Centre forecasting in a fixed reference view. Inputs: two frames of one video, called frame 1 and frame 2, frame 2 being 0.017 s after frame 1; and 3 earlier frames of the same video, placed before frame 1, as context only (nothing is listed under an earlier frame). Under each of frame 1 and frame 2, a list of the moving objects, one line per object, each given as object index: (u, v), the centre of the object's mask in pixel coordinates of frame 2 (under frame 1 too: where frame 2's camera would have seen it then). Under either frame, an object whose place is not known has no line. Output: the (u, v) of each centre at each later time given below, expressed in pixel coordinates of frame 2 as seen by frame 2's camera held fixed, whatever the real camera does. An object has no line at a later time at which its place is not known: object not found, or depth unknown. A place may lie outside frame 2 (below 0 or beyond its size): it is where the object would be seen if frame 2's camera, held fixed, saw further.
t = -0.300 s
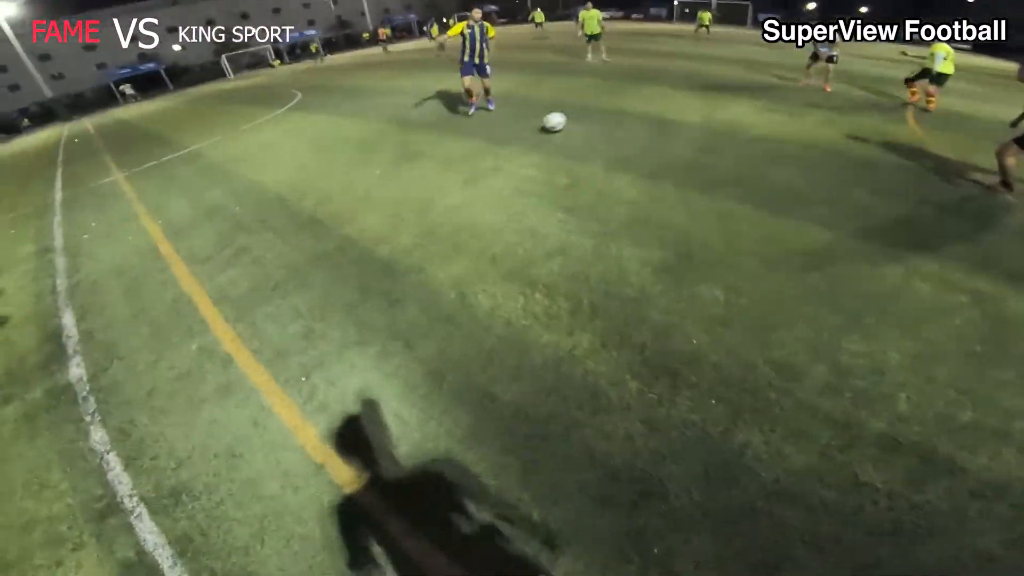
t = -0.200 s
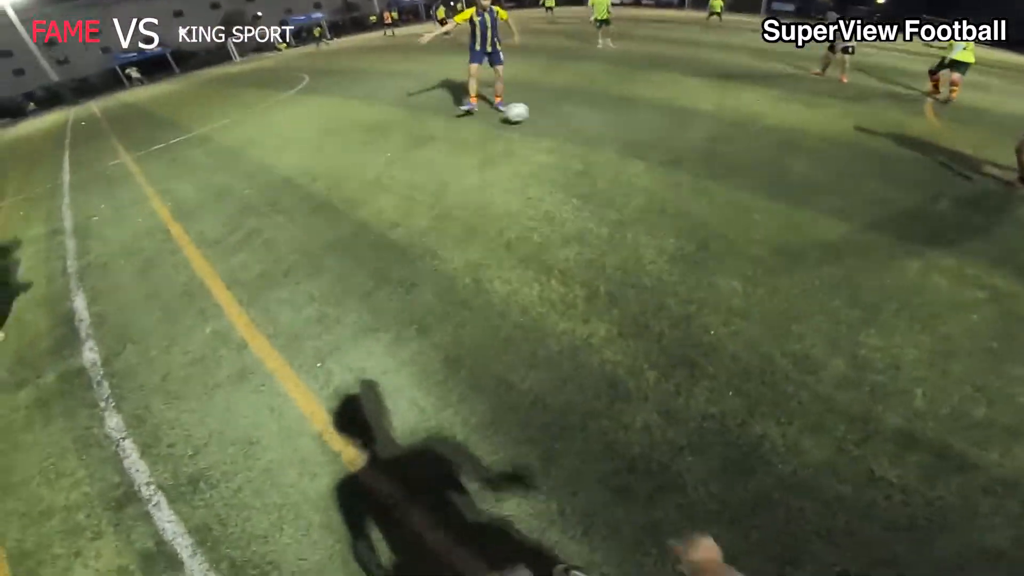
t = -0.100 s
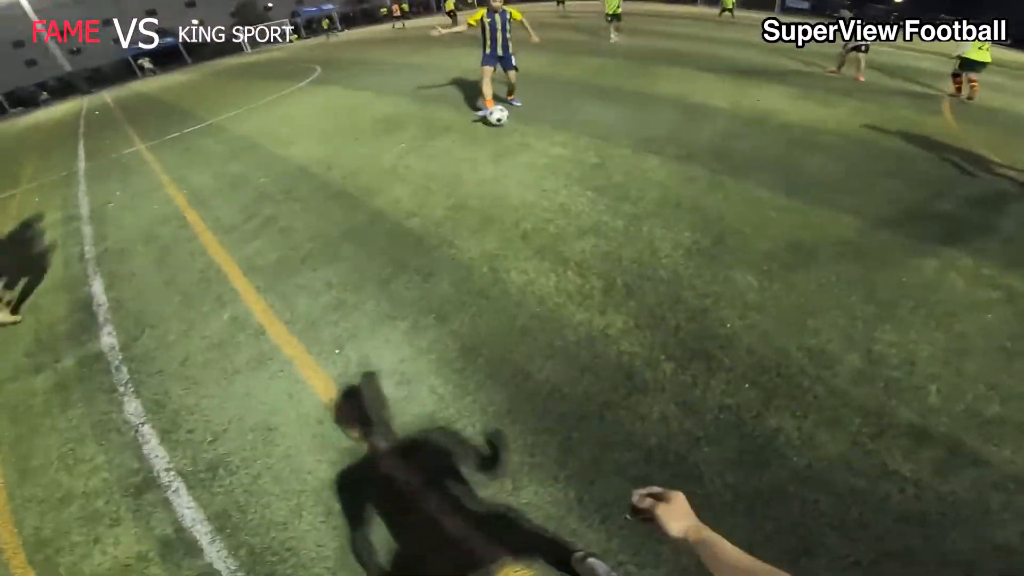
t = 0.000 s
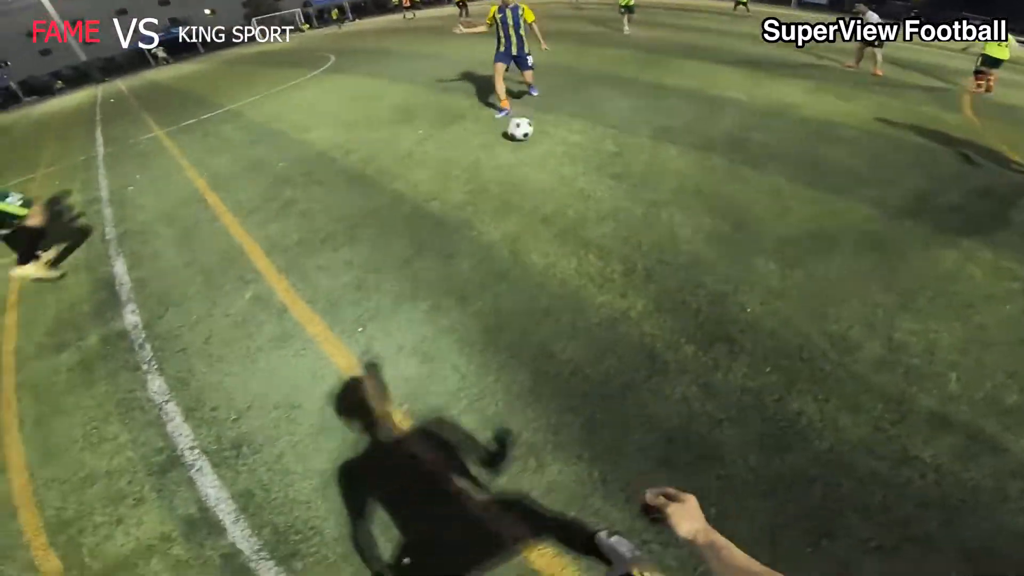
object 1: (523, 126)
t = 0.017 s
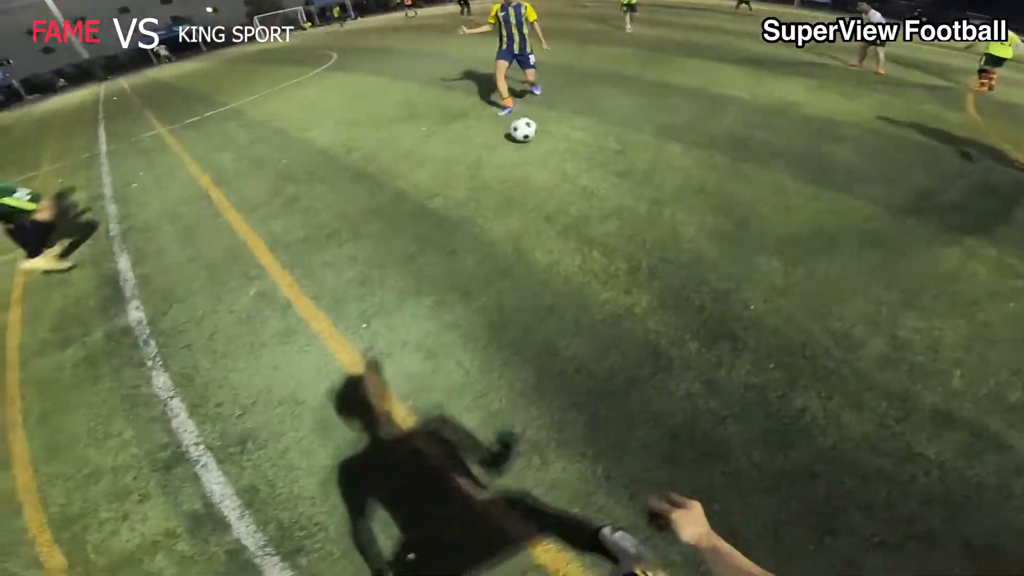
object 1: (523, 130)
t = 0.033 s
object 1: (524, 134)
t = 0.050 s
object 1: (525, 142)
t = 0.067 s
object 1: (526, 147)
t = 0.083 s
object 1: (527, 152)
